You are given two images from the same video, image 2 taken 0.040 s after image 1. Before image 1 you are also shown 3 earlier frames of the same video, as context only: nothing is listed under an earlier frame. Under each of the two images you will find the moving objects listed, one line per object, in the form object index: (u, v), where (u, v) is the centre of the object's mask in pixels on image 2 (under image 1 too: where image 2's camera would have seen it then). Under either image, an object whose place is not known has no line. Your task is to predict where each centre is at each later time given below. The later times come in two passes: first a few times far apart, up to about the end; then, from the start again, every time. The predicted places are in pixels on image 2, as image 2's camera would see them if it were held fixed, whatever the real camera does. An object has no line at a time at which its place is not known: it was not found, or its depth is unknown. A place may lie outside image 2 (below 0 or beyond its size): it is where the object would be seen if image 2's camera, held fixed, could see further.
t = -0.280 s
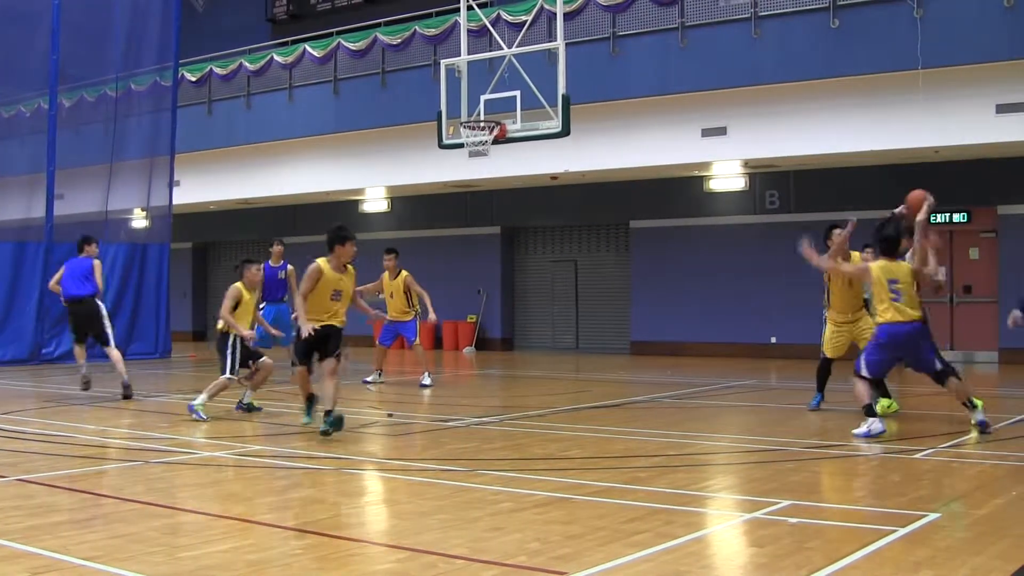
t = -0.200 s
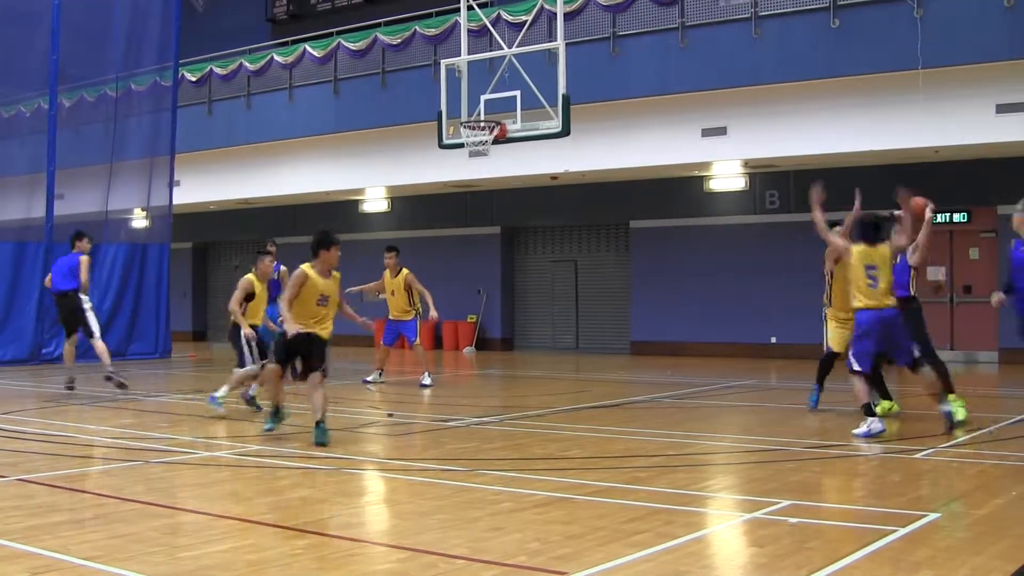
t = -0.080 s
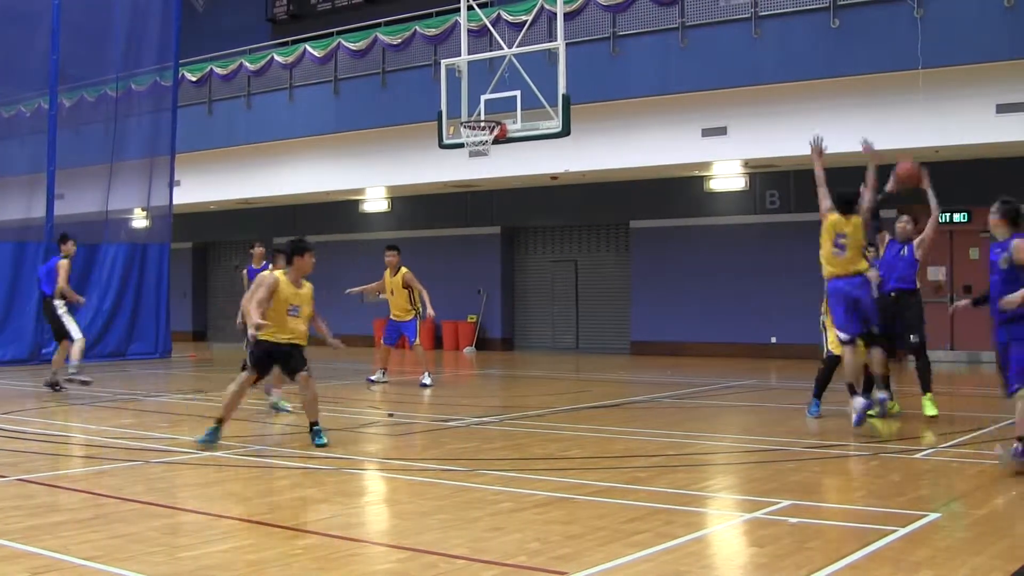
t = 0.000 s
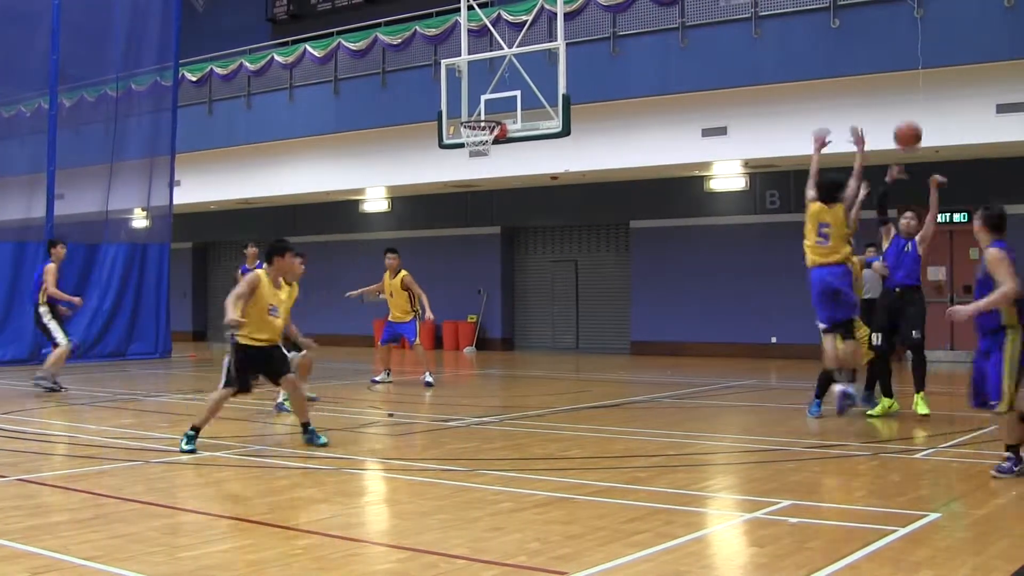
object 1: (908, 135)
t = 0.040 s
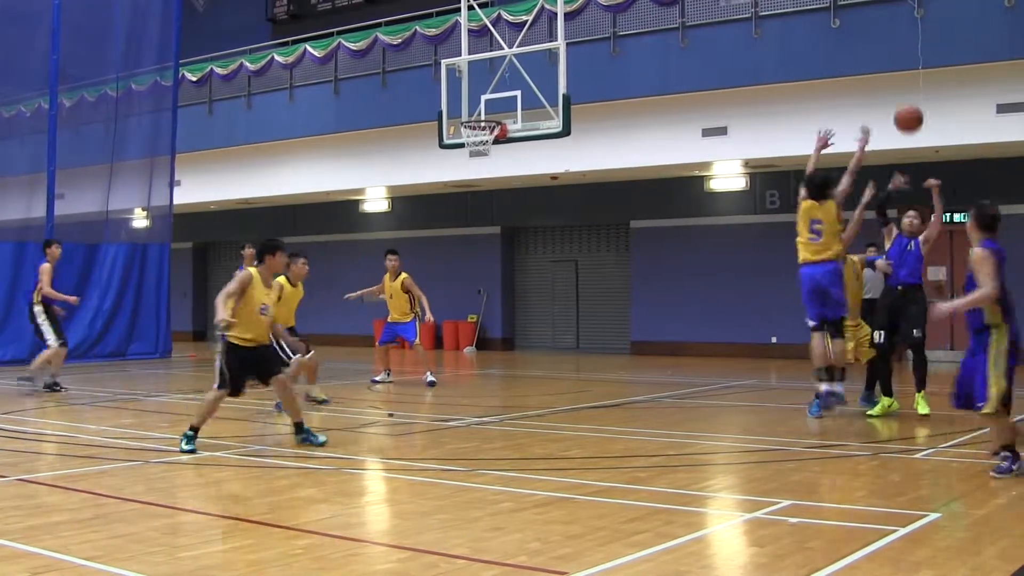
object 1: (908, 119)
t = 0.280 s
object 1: (913, 45)
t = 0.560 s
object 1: (925, 44)
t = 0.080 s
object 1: (909, 102)
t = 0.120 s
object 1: (910, 89)
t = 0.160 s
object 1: (910, 75)
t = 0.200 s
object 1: (912, 64)
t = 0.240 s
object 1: (913, 53)
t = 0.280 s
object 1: (913, 45)
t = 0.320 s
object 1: (915, 39)
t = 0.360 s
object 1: (916, 34)
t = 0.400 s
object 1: (917, 32)
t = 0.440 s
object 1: (919, 32)
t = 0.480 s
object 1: (921, 33)
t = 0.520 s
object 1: (923, 37)
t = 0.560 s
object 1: (925, 44)
